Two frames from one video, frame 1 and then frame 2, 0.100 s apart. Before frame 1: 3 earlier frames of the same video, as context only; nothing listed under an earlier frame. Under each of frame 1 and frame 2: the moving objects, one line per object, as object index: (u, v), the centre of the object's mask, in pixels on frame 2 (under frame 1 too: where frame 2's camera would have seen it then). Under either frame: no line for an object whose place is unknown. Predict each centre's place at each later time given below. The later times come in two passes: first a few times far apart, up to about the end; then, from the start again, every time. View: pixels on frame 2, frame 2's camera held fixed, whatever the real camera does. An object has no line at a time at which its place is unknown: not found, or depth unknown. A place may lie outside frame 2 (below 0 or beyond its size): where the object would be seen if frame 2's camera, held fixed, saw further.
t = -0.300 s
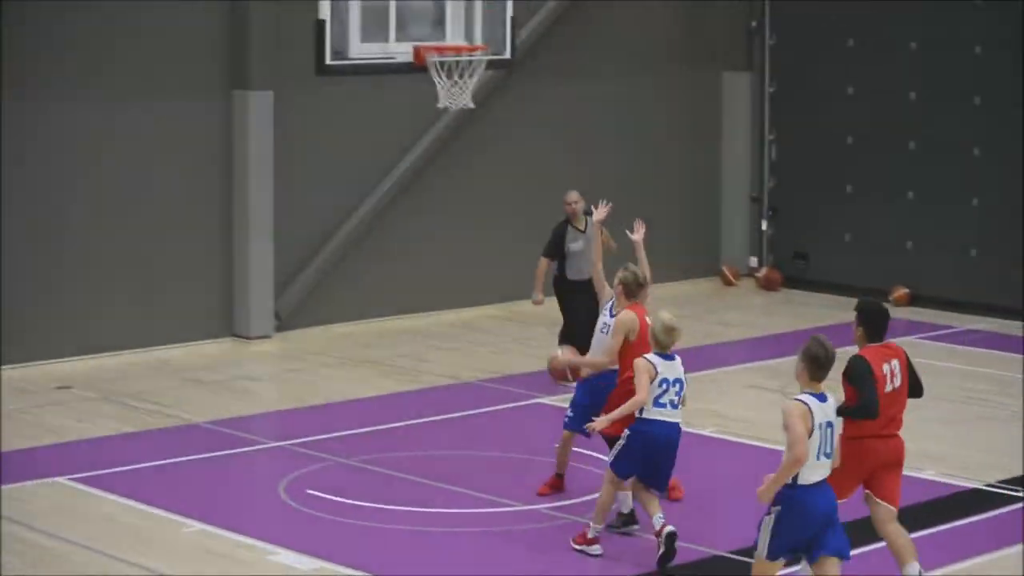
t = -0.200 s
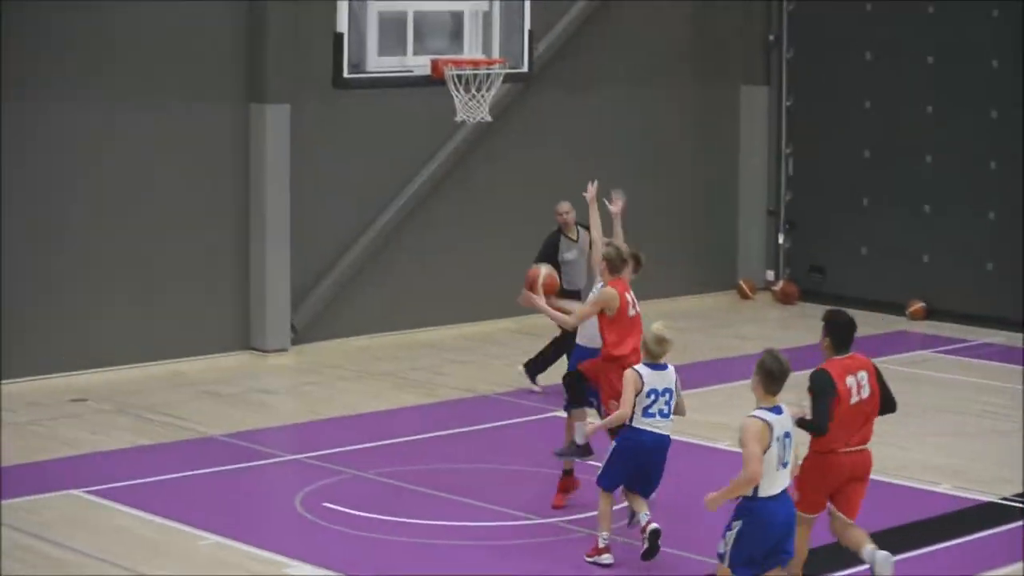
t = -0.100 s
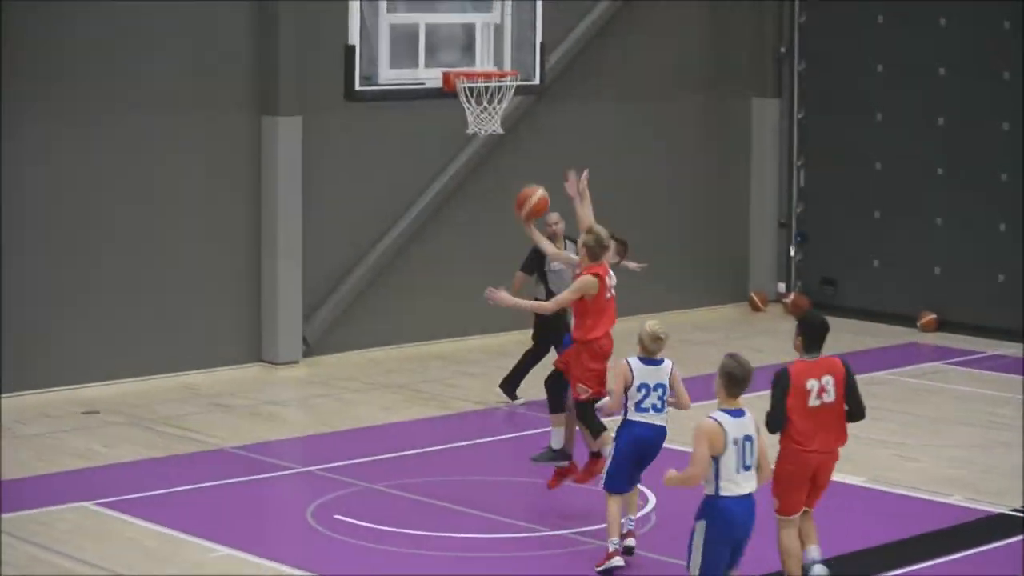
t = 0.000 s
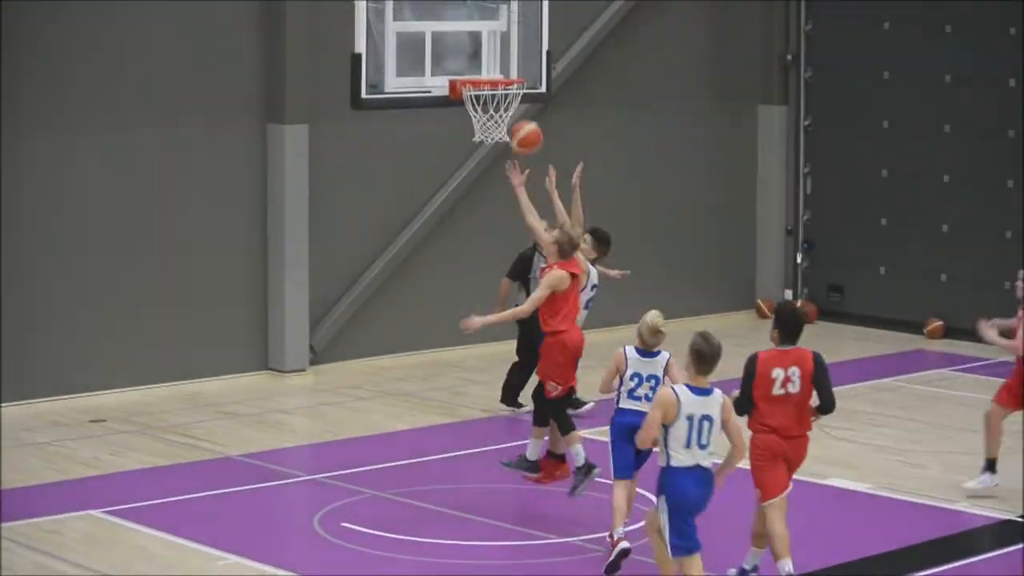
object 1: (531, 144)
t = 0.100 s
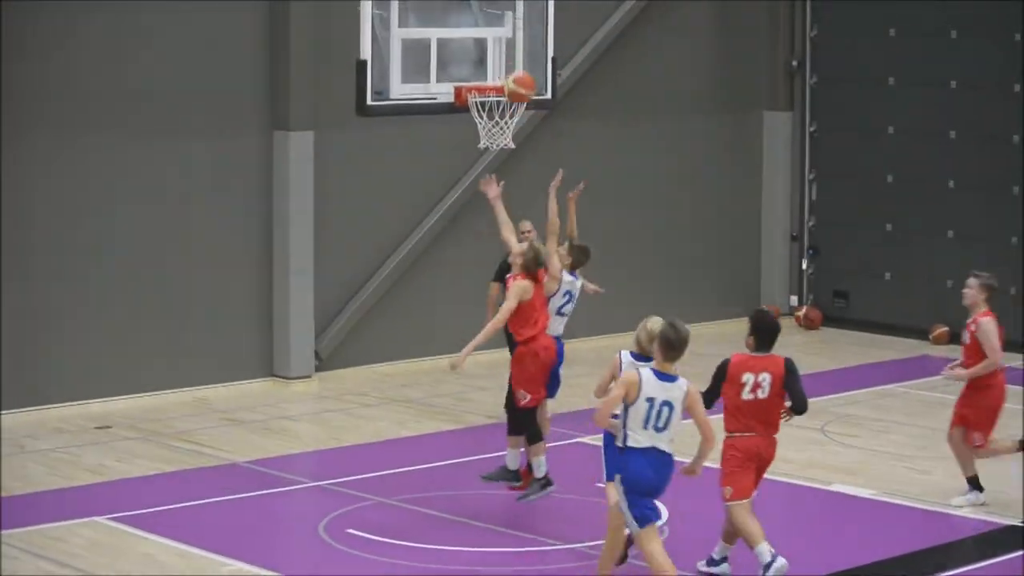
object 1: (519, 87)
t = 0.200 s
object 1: (505, 45)
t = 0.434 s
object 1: (475, 2)
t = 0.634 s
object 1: (476, 18)
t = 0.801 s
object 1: (497, 67)
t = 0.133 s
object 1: (514, 73)
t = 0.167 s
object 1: (510, 57)
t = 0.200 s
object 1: (505, 45)
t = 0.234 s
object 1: (501, 35)
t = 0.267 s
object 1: (497, 25)
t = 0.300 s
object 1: (492, 17)
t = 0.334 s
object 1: (488, 11)
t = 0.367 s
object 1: (484, 6)
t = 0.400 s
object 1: (480, 3)
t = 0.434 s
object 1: (475, 2)
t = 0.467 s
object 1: (471, 2)
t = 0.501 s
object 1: (467, 4)
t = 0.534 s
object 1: (463, 8)
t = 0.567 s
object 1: (466, 10)
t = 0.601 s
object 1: (470, 13)
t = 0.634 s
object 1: (476, 18)
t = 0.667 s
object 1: (480, 25)
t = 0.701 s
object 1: (484, 33)
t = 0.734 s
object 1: (488, 42)
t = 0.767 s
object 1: (493, 54)
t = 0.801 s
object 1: (497, 67)
